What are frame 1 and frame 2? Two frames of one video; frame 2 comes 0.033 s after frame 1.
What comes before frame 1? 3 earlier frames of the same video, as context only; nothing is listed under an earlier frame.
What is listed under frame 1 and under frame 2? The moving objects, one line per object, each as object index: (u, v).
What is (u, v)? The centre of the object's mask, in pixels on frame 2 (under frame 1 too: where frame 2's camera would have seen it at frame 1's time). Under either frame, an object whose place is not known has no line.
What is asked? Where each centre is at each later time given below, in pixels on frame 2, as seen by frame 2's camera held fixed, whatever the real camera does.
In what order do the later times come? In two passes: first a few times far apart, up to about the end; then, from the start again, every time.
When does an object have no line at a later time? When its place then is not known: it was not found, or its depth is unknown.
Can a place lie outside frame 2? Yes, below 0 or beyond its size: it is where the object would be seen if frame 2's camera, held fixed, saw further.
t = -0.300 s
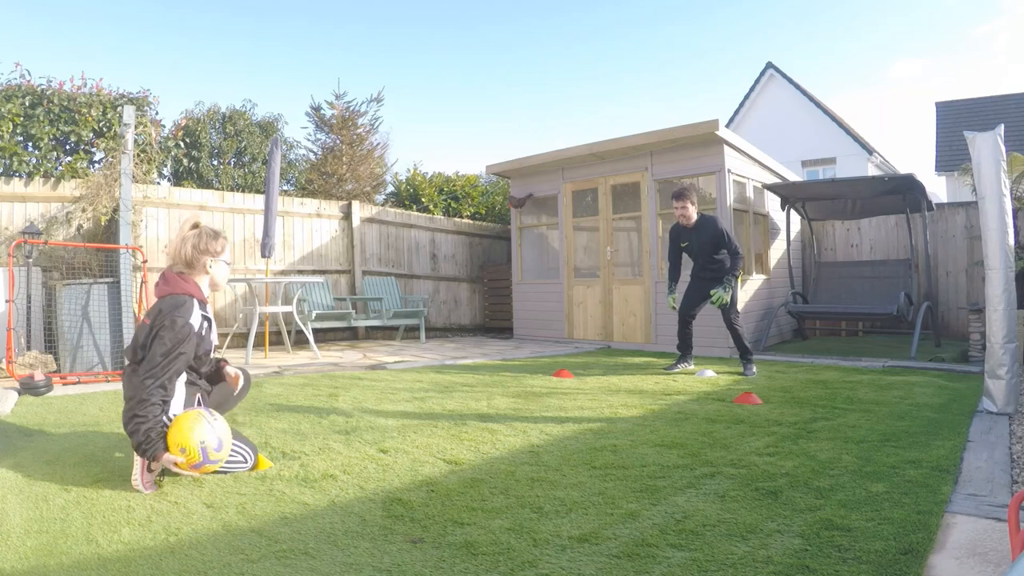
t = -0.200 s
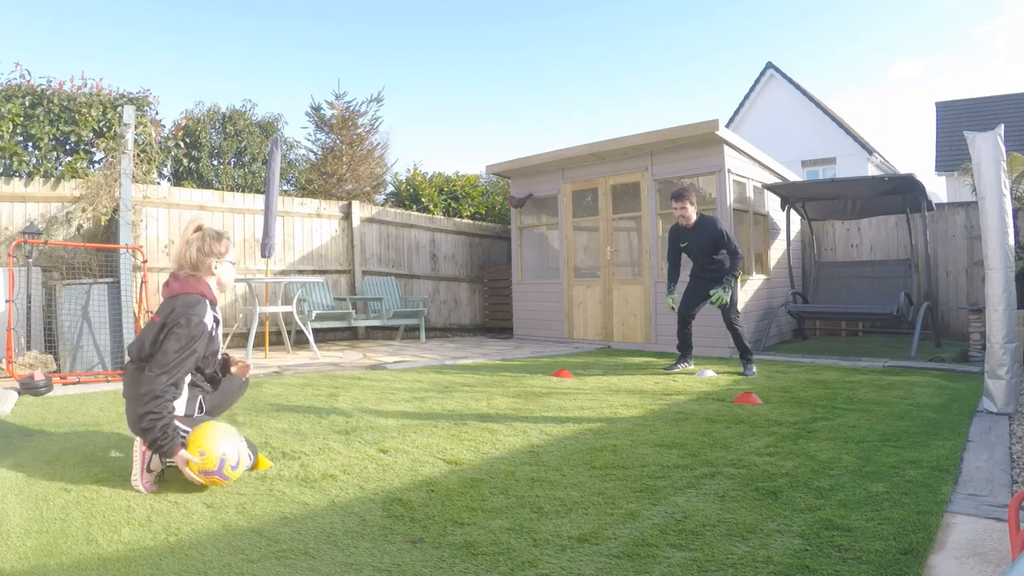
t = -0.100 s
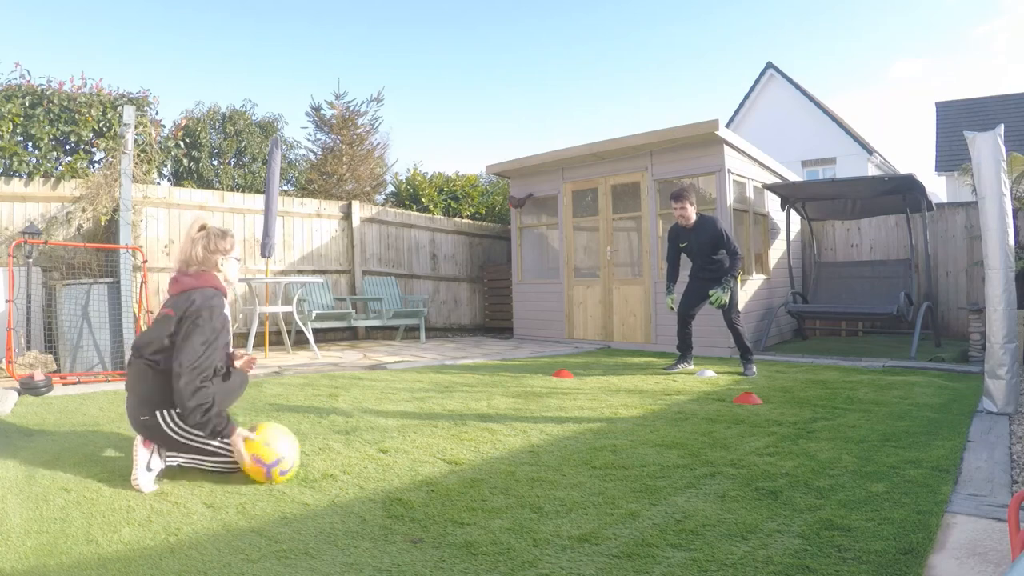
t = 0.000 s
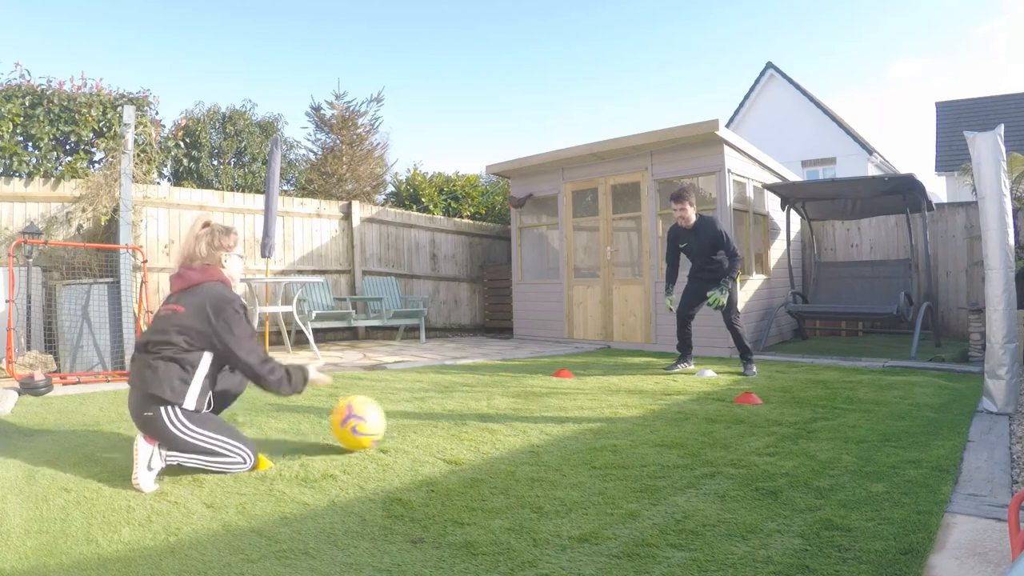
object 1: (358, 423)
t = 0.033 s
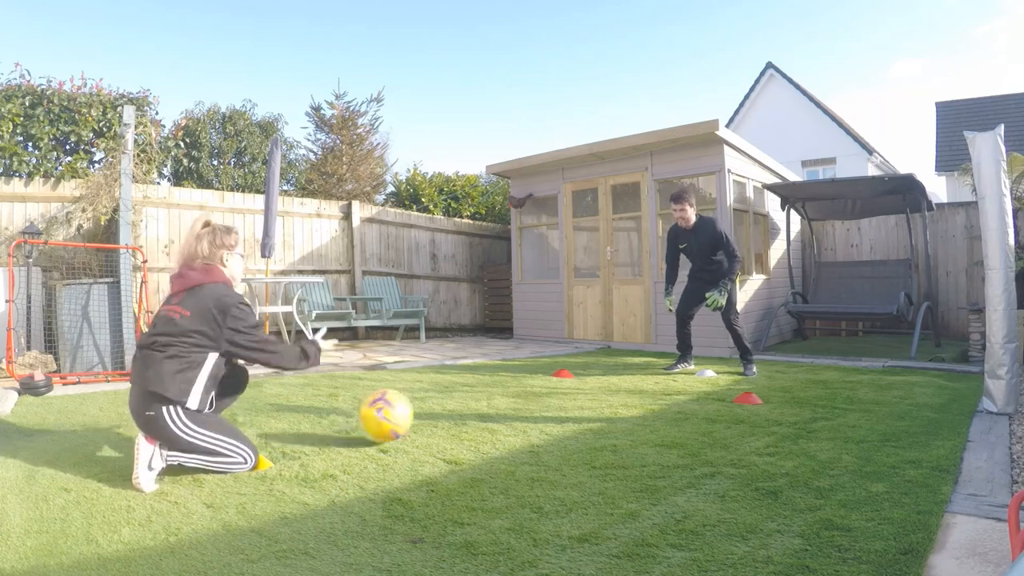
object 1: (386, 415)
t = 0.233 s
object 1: (499, 387)
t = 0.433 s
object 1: (553, 373)
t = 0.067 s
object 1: (413, 411)
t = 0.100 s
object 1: (436, 408)
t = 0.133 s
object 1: (455, 403)
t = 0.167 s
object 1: (470, 395)
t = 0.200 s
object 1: (485, 390)
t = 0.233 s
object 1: (499, 387)
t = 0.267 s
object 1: (511, 386)
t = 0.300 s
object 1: (522, 385)
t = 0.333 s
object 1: (531, 380)
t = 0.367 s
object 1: (538, 376)
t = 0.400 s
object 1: (546, 374)
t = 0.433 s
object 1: (553, 373)
